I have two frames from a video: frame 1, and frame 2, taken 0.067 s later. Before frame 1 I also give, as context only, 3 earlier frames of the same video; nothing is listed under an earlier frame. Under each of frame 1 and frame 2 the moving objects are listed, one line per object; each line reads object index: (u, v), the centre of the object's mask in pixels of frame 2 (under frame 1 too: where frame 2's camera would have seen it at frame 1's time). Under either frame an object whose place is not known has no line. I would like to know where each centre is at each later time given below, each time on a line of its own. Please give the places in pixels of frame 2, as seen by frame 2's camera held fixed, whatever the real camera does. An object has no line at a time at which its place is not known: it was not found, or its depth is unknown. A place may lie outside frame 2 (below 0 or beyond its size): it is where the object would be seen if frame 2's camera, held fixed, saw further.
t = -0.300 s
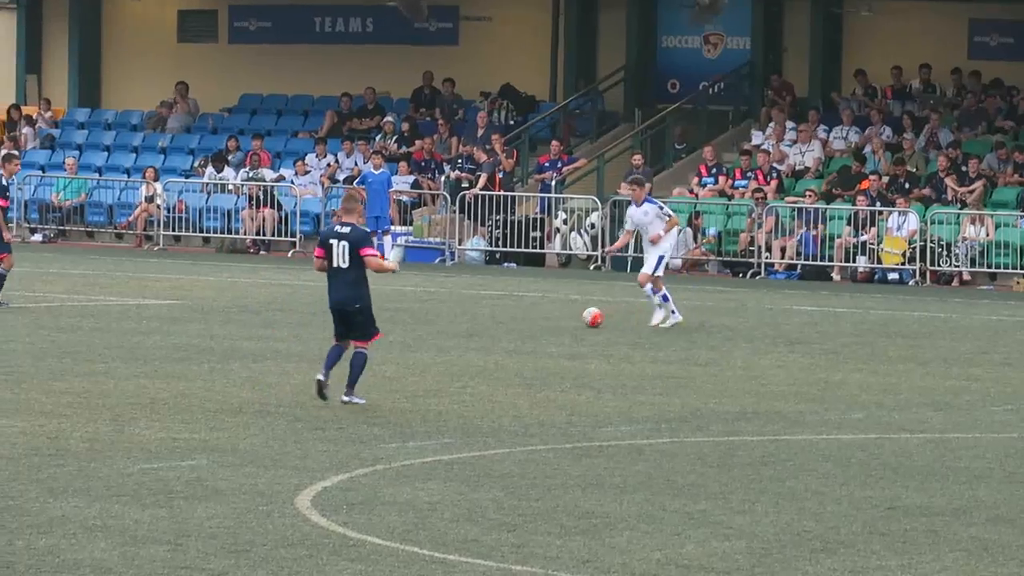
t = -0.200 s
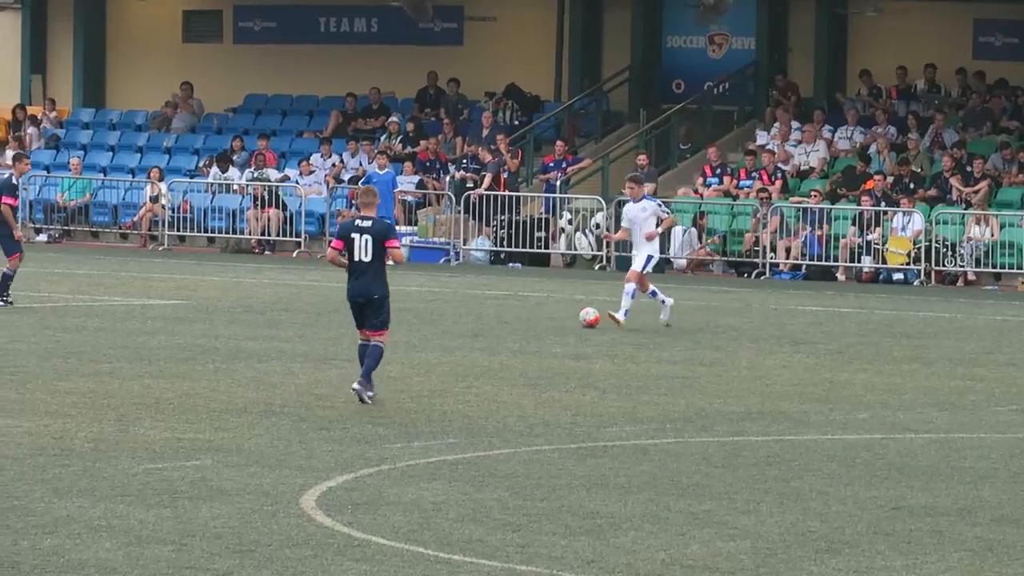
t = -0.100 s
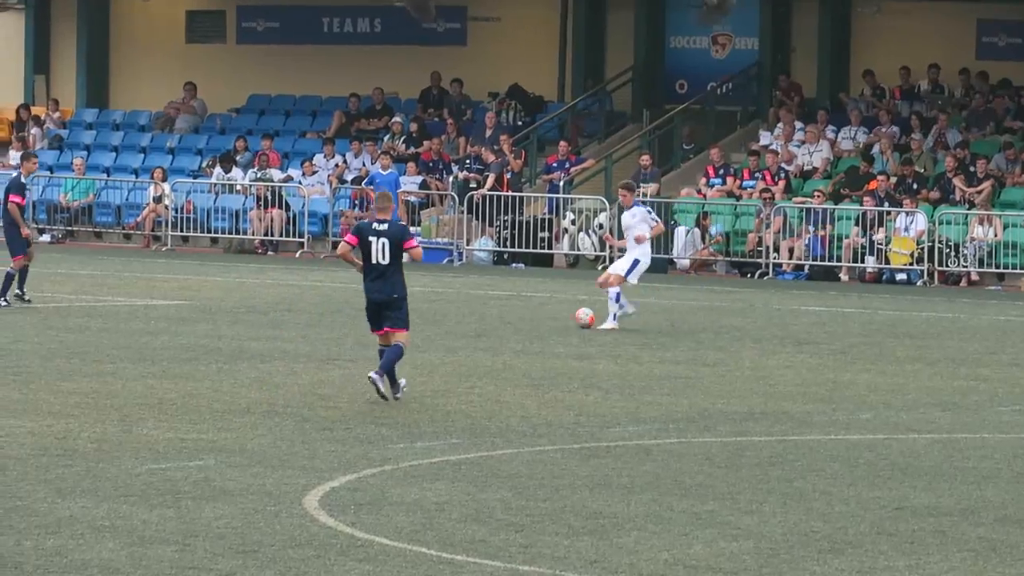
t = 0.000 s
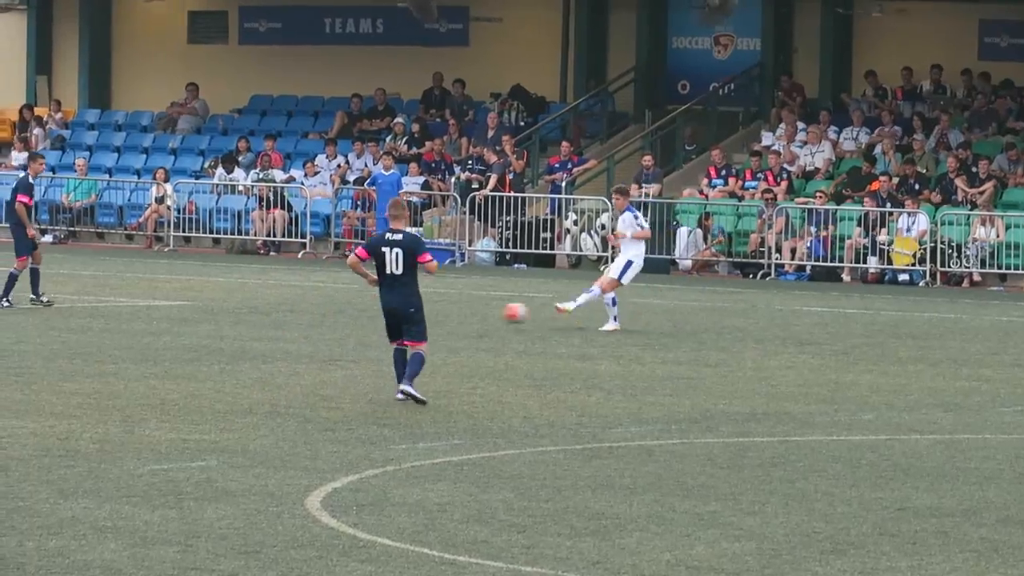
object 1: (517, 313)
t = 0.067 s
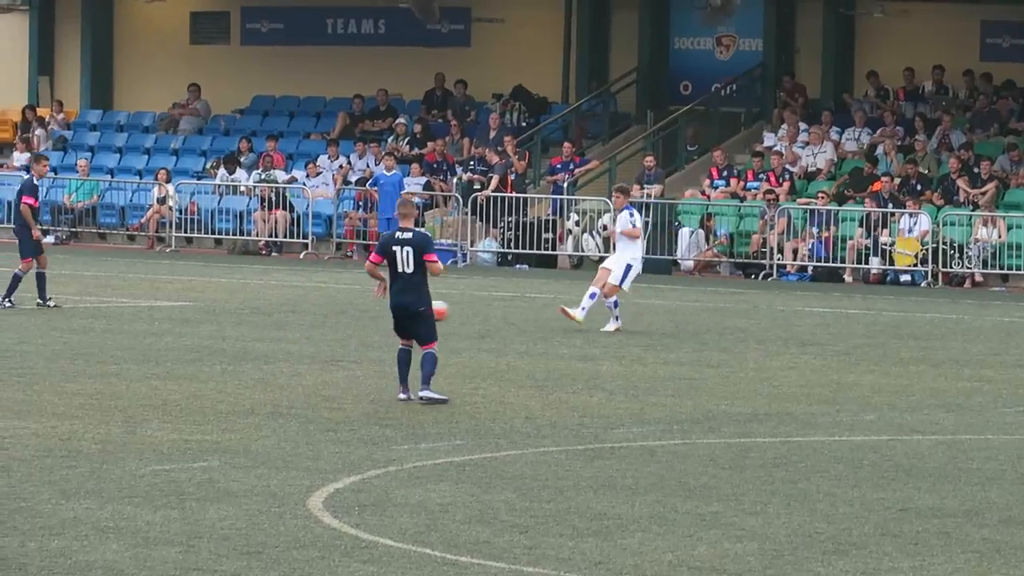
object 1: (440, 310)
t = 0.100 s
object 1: (389, 311)
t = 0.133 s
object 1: (355, 313)
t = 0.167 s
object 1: (315, 317)
